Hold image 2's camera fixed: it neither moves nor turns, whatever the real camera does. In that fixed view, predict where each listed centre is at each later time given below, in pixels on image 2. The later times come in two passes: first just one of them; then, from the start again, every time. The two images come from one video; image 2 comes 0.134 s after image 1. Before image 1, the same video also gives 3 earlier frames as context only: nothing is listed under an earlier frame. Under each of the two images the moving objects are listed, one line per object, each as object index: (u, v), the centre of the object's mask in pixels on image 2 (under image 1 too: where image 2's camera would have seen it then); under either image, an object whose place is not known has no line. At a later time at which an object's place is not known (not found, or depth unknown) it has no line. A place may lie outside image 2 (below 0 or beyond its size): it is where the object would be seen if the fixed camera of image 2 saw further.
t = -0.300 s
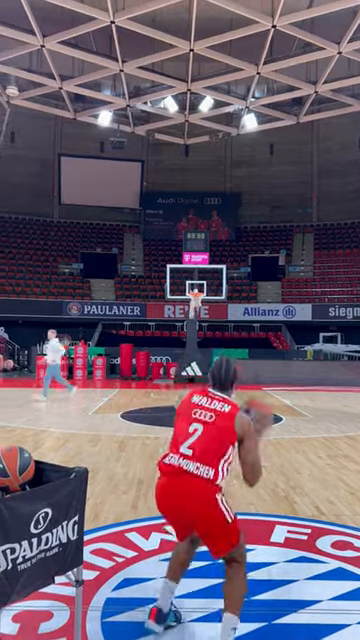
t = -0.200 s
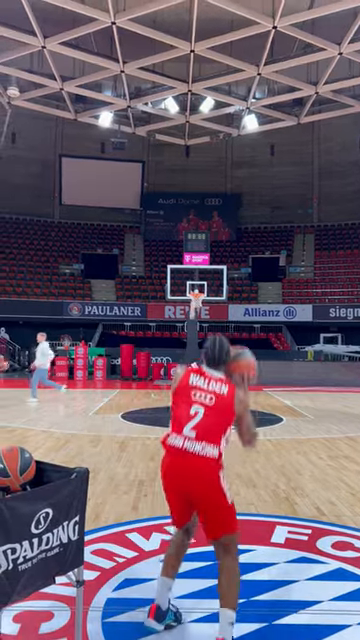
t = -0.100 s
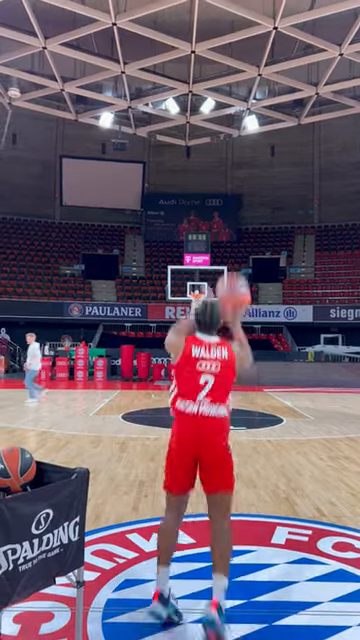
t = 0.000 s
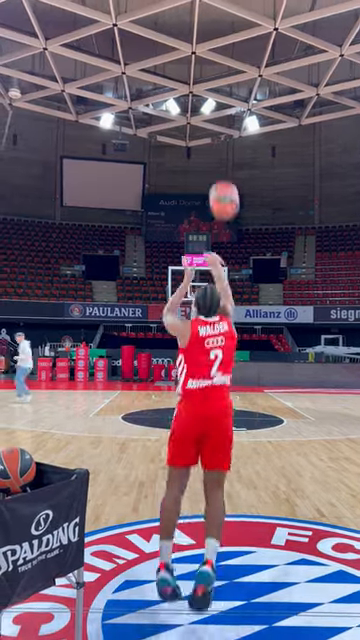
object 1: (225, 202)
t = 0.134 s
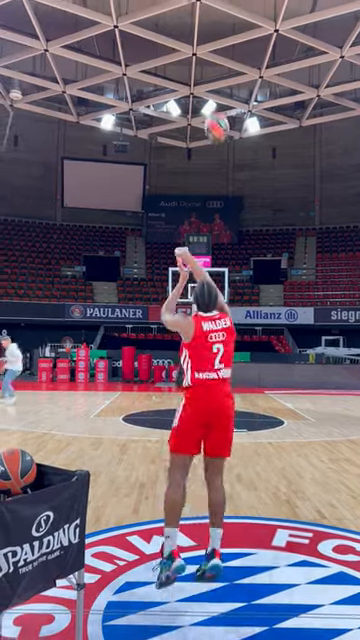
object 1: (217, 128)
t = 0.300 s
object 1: (211, 86)
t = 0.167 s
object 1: (217, 116)
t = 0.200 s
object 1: (214, 105)
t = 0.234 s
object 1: (213, 97)
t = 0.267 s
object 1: (212, 90)
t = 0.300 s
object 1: (211, 86)
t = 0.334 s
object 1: (211, 82)
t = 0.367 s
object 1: (210, 79)
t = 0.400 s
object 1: (209, 77)
